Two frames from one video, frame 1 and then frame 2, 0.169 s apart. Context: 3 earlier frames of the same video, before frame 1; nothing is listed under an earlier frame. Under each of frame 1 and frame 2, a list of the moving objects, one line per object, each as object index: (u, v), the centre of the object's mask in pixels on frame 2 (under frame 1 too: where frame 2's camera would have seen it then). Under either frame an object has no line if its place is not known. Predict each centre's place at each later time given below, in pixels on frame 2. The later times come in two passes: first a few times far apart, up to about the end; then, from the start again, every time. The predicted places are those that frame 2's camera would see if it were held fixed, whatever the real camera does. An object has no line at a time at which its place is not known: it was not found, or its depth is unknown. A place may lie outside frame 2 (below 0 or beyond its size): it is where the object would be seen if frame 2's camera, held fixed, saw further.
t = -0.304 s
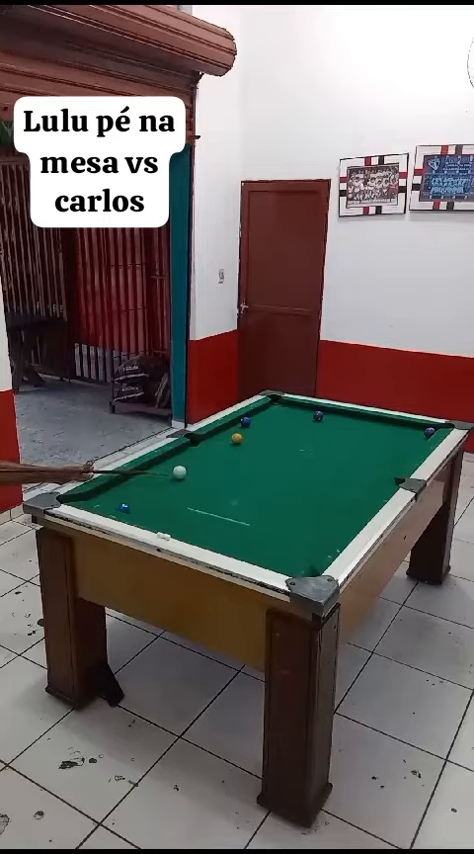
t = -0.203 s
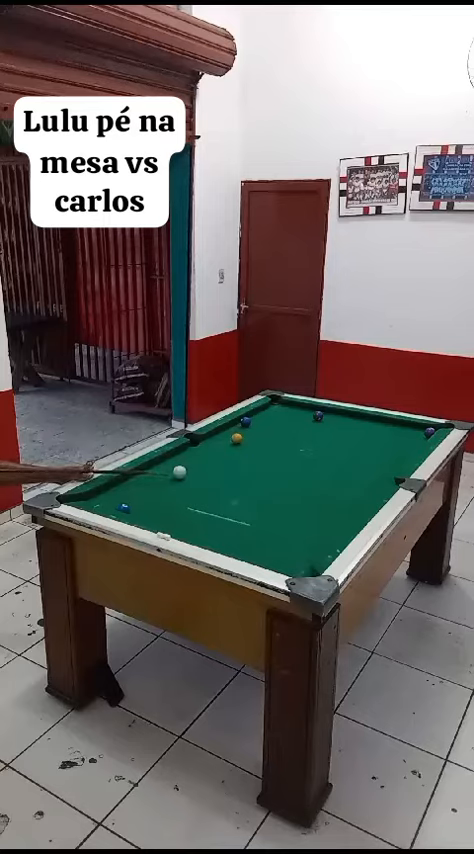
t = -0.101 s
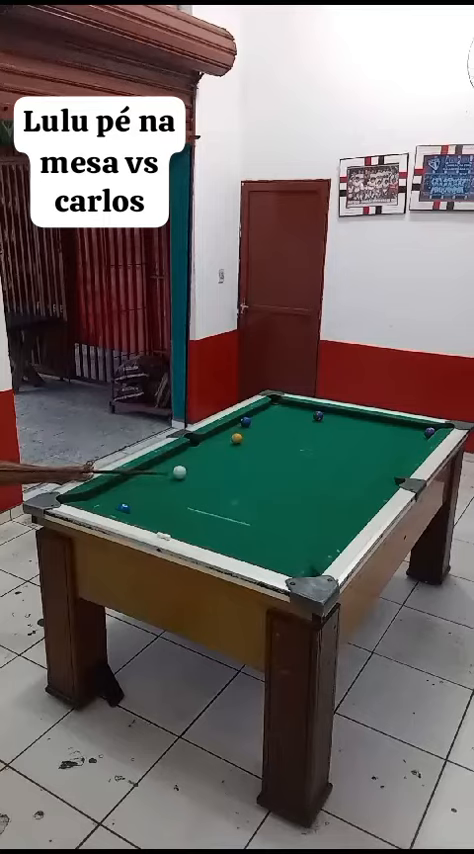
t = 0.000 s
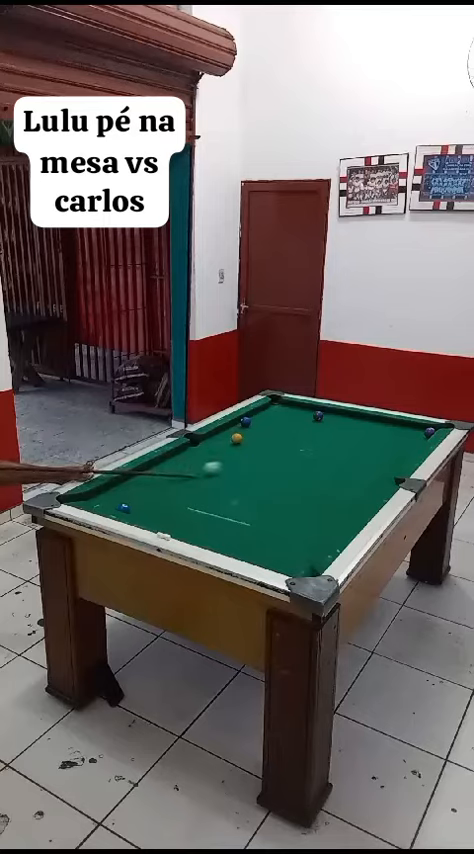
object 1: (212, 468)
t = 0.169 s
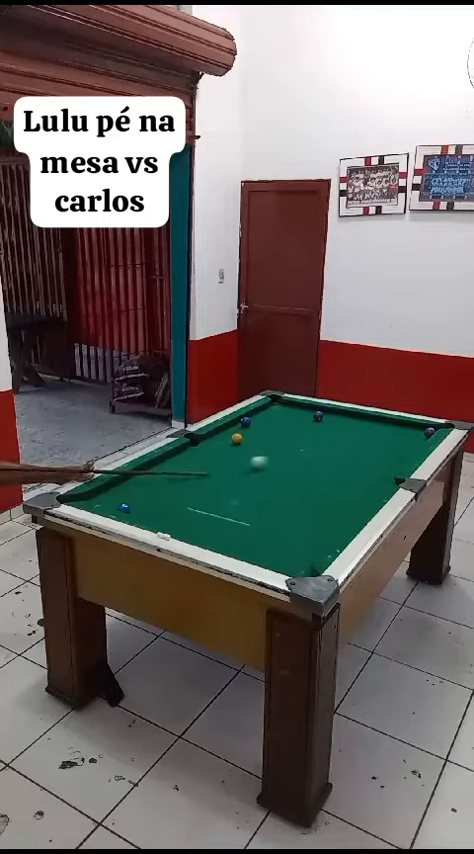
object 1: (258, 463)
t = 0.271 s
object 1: (283, 460)
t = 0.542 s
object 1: (346, 452)
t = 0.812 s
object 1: (404, 444)
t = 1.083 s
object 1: (409, 434)
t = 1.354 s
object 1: (396, 424)
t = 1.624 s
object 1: (374, 421)
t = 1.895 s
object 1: (351, 422)
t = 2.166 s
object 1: (329, 423)
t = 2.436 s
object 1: (308, 423)
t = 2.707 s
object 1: (289, 424)
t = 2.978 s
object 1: (271, 424)
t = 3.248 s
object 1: (255, 425)
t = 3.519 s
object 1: (240, 425)
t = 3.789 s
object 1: (230, 426)
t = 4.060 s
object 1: (231, 428)
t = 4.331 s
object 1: (232, 429)
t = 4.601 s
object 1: (232, 431)
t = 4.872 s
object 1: (233, 431)
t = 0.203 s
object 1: (267, 462)
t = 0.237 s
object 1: (275, 461)
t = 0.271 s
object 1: (283, 460)
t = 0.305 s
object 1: (292, 459)
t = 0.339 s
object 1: (300, 457)
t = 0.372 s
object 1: (308, 457)
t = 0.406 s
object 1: (315, 456)
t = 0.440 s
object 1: (323, 455)
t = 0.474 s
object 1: (331, 454)
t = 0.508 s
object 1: (339, 453)
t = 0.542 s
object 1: (346, 452)
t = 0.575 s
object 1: (354, 451)
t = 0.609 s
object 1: (361, 450)
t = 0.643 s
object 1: (368, 449)
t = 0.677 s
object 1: (376, 449)
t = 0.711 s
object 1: (383, 447)
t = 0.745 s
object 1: (391, 446)
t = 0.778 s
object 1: (397, 445)
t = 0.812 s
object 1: (404, 444)
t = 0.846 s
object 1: (411, 443)
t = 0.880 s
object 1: (417, 442)
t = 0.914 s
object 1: (418, 441)
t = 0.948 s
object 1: (416, 440)
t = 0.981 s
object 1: (414, 438)
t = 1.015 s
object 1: (412, 437)
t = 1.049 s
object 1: (411, 435)
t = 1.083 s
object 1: (409, 434)
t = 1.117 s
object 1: (407, 432)
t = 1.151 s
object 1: (405, 431)
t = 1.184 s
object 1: (404, 430)
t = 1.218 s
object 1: (402, 428)
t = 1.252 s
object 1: (401, 427)
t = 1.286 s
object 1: (399, 426)
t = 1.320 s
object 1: (397, 425)
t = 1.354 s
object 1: (396, 424)
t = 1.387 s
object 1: (394, 422)
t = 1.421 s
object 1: (392, 422)
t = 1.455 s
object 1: (389, 421)
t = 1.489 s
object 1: (386, 422)
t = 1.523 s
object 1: (383, 422)
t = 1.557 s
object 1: (380, 422)
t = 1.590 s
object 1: (377, 422)
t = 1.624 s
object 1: (374, 421)
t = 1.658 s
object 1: (371, 422)
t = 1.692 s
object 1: (368, 422)
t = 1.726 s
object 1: (365, 422)
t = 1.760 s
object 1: (362, 422)
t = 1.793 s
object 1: (360, 422)
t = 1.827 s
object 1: (357, 422)
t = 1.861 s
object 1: (354, 422)
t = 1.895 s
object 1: (351, 422)
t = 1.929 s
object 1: (349, 422)
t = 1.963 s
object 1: (345, 423)
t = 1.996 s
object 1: (343, 423)
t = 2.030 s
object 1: (340, 423)
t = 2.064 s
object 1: (337, 423)
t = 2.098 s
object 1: (334, 423)
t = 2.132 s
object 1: (332, 423)
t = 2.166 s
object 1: (329, 423)
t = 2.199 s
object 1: (326, 423)
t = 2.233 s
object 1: (324, 423)
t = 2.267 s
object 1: (321, 423)
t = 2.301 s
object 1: (319, 423)
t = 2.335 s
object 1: (316, 423)
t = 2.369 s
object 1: (313, 423)
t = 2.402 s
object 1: (311, 423)
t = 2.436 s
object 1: (308, 423)
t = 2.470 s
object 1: (306, 424)
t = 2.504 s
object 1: (304, 424)
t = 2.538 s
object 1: (301, 424)
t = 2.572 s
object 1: (299, 424)
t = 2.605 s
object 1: (296, 424)
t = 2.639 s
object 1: (294, 424)
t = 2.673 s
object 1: (292, 424)
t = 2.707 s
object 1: (289, 424)
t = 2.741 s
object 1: (287, 424)
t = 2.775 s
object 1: (284, 424)
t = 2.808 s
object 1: (282, 424)
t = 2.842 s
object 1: (280, 424)
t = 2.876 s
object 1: (278, 424)
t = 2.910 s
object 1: (275, 424)
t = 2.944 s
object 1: (273, 424)
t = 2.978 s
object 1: (271, 424)
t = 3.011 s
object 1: (269, 424)
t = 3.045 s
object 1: (267, 424)
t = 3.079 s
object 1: (265, 424)
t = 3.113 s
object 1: (263, 424)
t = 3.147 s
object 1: (261, 424)
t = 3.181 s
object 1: (259, 424)
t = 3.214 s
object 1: (257, 424)
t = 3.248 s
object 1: (255, 425)
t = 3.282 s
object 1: (253, 424)
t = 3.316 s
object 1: (250, 425)
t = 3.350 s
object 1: (249, 425)
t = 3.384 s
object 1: (247, 424)
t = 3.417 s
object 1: (245, 425)
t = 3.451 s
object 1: (243, 425)
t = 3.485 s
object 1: (242, 425)
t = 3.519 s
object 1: (240, 425)
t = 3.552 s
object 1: (238, 426)
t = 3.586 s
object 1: (236, 425)
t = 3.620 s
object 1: (235, 425)
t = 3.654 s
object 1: (233, 425)
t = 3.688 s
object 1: (231, 425)
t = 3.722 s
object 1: (230, 426)
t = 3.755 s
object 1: (230, 426)
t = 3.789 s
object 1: (230, 426)
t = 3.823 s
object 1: (230, 427)
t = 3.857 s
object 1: (231, 427)
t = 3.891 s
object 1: (231, 427)
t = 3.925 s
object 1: (231, 427)
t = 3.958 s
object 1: (231, 428)
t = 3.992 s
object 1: (231, 428)
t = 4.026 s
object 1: (231, 428)
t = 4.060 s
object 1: (231, 428)
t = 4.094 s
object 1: (231, 428)
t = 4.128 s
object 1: (232, 429)
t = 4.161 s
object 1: (232, 429)
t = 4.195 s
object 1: (231, 429)
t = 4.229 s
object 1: (231, 429)
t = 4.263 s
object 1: (232, 429)
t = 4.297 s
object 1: (232, 429)
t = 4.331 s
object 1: (232, 429)
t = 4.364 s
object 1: (232, 430)
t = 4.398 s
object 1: (232, 430)
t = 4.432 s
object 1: (232, 430)
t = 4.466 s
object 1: (232, 430)
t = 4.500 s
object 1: (232, 430)
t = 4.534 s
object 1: (232, 430)
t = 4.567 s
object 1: (232, 430)
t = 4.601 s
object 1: (232, 431)
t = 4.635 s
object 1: (232, 431)
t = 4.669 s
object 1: (232, 431)
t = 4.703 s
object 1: (232, 431)
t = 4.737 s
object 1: (232, 431)
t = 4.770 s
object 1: (233, 431)
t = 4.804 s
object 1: (233, 431)
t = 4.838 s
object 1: (233, 431)
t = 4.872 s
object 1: (233, 431)
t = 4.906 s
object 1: (233, 431)
